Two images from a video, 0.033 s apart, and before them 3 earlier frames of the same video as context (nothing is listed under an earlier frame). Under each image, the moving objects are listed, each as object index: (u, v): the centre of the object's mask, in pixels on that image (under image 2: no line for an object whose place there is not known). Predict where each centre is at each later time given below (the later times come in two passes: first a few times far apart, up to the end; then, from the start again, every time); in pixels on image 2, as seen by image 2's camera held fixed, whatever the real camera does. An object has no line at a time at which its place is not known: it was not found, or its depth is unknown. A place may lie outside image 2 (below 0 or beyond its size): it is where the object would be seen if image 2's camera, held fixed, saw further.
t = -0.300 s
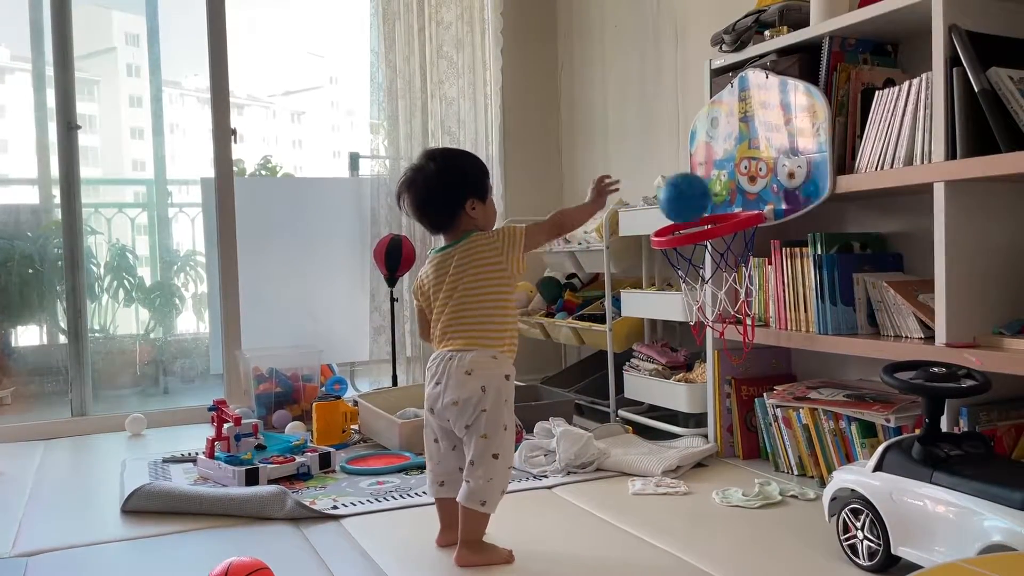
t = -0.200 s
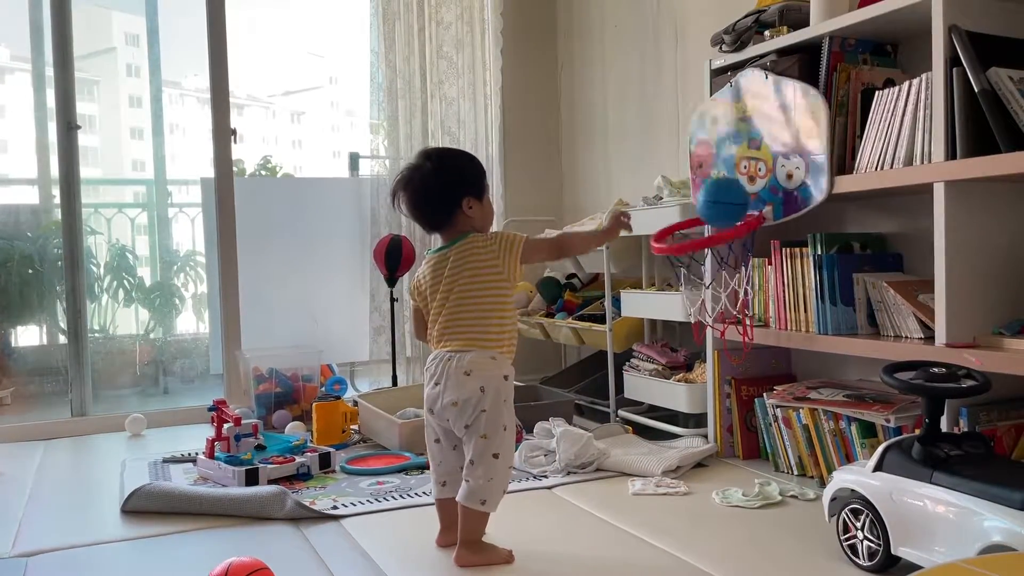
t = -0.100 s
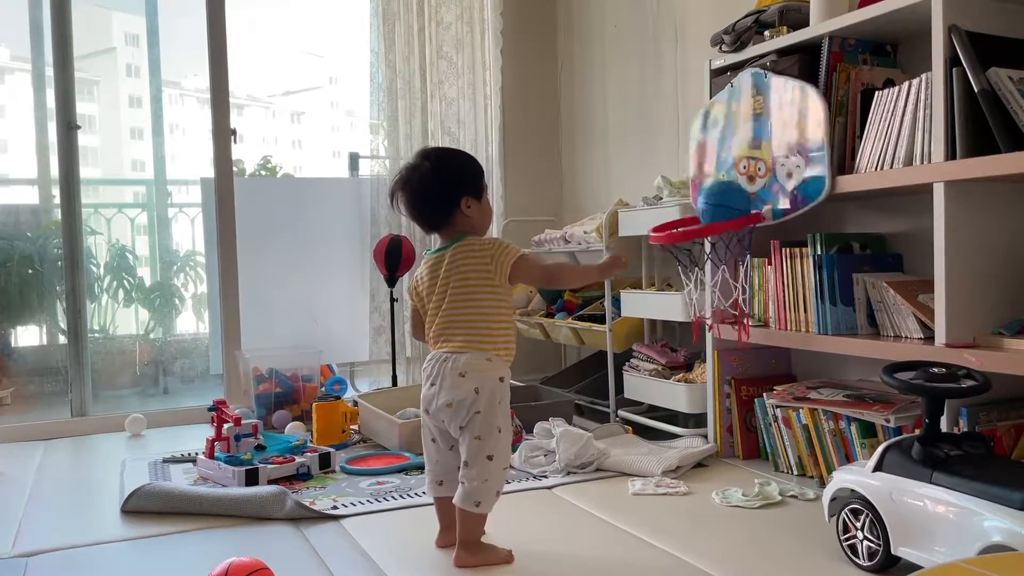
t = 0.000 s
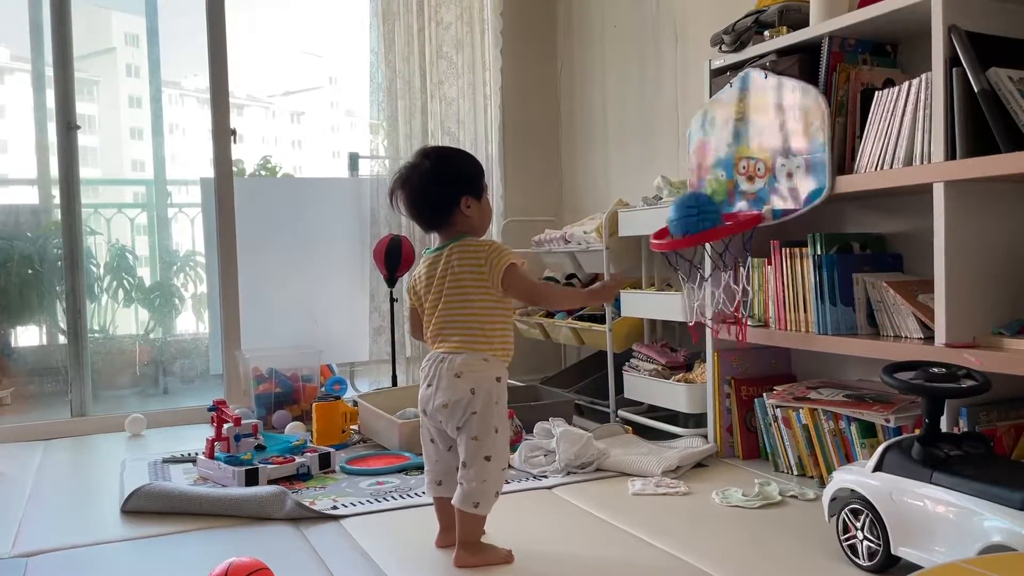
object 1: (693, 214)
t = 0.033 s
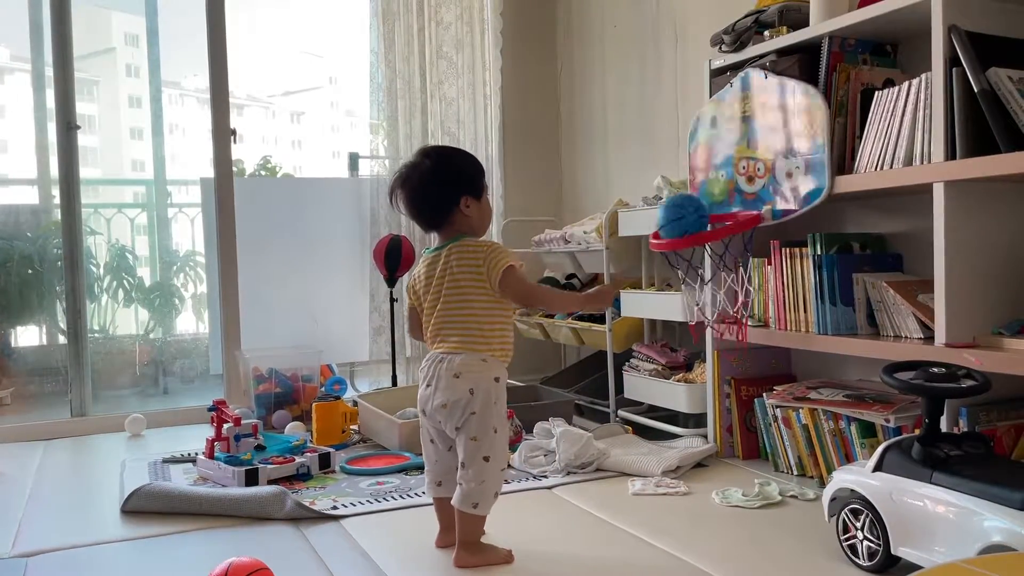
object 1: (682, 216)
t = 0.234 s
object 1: (675, 208)
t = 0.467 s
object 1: (712, 215)
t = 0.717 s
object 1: (742, 369)
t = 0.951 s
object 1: (713, 380)
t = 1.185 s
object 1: (669, 397)
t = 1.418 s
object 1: (632, 423)
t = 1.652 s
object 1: (597, 466)
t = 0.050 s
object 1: (678, 217)
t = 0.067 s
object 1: (674, 218)
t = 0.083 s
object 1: (671, 218)
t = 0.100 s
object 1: (668, 218)
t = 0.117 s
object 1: (667, 218)
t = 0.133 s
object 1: (667, 217)
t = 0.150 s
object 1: (668, 217)
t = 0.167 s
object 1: (669, 216)
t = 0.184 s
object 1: (670, 214)
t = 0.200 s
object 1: (671, 212)
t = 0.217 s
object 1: (673, 209)
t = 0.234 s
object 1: (675, 208)
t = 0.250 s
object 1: (677, 207)
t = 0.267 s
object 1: (679, 206)
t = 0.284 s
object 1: (682, 205)
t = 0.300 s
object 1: (684, 205)
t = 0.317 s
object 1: (687, 205)
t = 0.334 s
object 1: (689, 205)
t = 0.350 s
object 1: (693, 205)
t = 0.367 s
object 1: (695, 206)
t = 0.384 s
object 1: (698, 208)
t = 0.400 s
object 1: (701, 209)
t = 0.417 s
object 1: (705, 210)
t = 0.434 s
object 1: (707, 211)
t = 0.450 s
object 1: (710, 213)
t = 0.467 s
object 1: (712, 215)
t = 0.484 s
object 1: (716, 225)
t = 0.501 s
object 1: (721, 238)
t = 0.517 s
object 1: (726, 245)
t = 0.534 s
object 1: (729, 254)
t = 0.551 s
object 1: (730, 259)
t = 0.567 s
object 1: (733, 268)
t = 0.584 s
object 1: (736, 280)
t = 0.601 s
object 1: (738, 292)
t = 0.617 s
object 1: (739, 300)
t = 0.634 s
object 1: (738, 309)
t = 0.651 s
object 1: (740, 319)
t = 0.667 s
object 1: (741, 332)
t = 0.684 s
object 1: (741, 344)
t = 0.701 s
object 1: (742, 356)
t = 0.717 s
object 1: (742, 369)
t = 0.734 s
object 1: (742, 383)
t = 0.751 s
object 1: (742, 399)
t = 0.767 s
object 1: (743, 416)
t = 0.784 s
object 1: (743, 434)
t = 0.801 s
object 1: (743, 453)
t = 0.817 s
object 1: (742, 461)
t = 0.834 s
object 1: (738, 447)
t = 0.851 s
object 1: (735, 435)
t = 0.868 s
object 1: (731, 423)
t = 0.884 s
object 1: (728, 412)
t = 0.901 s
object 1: (725, 403)
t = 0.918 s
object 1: (721, 394)
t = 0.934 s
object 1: (717, 388)
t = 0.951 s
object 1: (713, 380)
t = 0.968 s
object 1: (709, 375)
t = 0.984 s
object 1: (707, 371)
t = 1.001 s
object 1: (704, 367)
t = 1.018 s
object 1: (700, 364)
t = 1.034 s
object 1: (697, 362)
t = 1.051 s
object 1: (693, 362)
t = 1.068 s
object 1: (690, 363)
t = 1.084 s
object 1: (687, 365)
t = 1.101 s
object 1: (684, 367)
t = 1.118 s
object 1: (681, 371)
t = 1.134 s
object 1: (678, 376)
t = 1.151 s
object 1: (675, 381)
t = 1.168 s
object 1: (672, 389)
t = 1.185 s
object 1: (669, 397)
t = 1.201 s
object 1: (666, 406)
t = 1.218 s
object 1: (663, 415)
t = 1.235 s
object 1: (660, 426)
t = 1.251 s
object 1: (658, 438)
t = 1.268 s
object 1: (655, 451)
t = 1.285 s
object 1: (653, 465)
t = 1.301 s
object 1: (650, 460)
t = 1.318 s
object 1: (647, 452)
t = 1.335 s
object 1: (644, 445)
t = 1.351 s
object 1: (642, 438)
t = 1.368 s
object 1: (639, 433)
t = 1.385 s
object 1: (636, 428)
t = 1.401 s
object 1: (633, 424)
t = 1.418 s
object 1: (632, 423)
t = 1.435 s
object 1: (629, 422)
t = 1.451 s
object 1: (627, 421)
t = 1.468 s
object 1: (624, 422)
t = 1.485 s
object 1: (622, 424)
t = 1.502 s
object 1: (620, 427)
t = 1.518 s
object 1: (617, 431)
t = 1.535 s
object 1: (614, 436)
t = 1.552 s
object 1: (612, 442)
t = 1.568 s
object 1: (610, 449)
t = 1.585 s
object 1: (608, 458)
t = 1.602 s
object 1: (605, 467)
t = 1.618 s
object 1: (604, 478)
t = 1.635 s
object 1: (600, 473)
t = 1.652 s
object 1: (597, 466)
